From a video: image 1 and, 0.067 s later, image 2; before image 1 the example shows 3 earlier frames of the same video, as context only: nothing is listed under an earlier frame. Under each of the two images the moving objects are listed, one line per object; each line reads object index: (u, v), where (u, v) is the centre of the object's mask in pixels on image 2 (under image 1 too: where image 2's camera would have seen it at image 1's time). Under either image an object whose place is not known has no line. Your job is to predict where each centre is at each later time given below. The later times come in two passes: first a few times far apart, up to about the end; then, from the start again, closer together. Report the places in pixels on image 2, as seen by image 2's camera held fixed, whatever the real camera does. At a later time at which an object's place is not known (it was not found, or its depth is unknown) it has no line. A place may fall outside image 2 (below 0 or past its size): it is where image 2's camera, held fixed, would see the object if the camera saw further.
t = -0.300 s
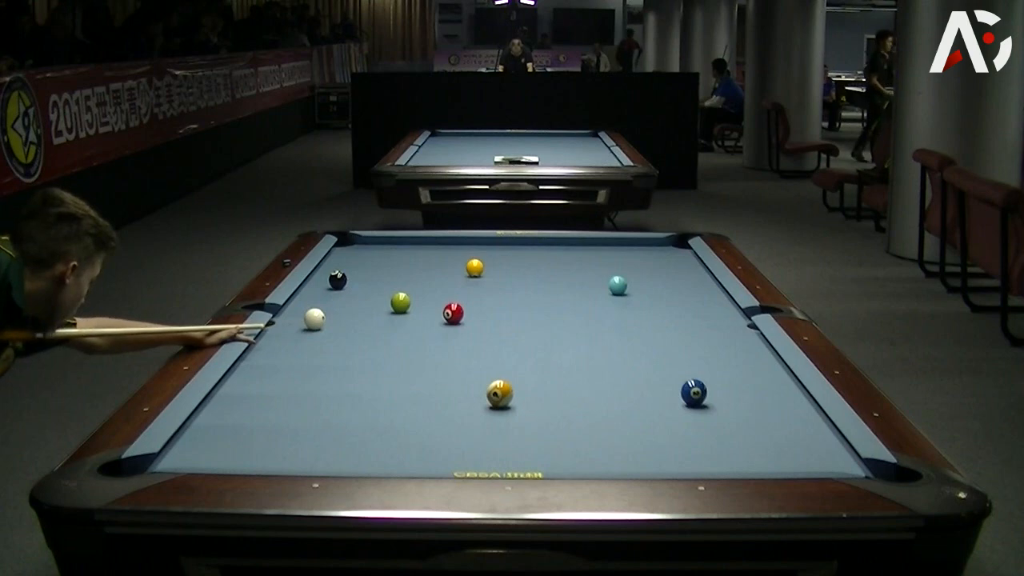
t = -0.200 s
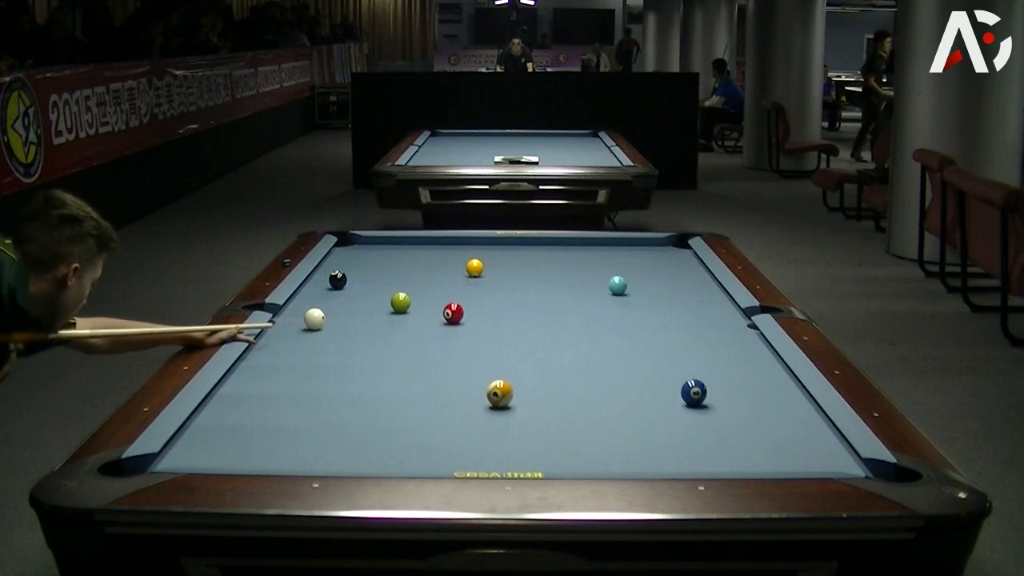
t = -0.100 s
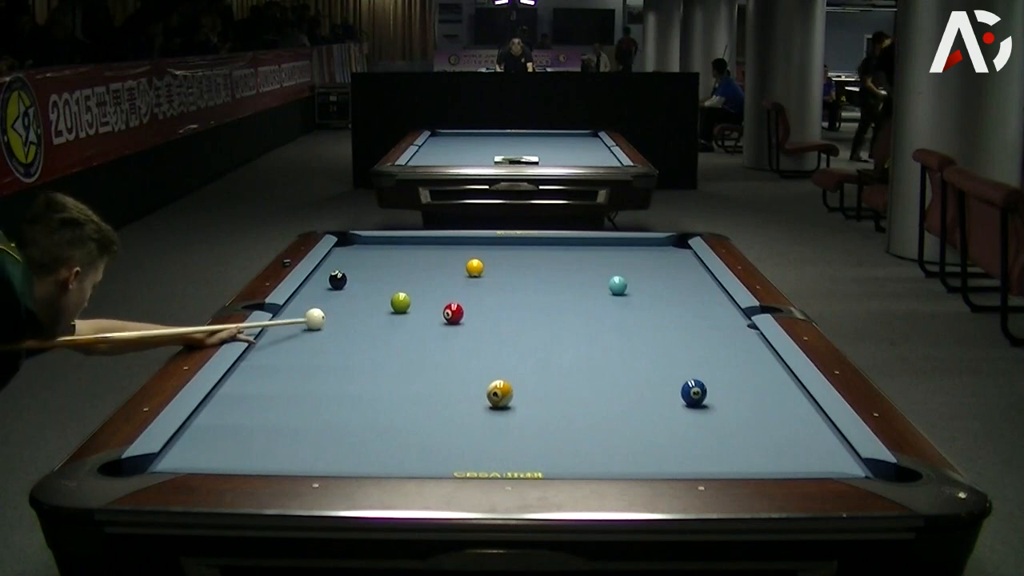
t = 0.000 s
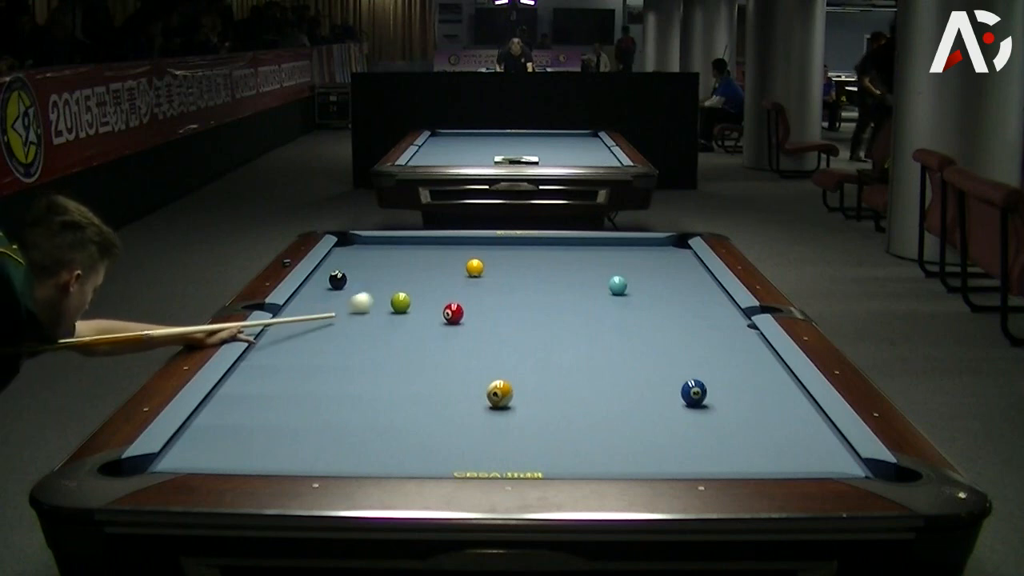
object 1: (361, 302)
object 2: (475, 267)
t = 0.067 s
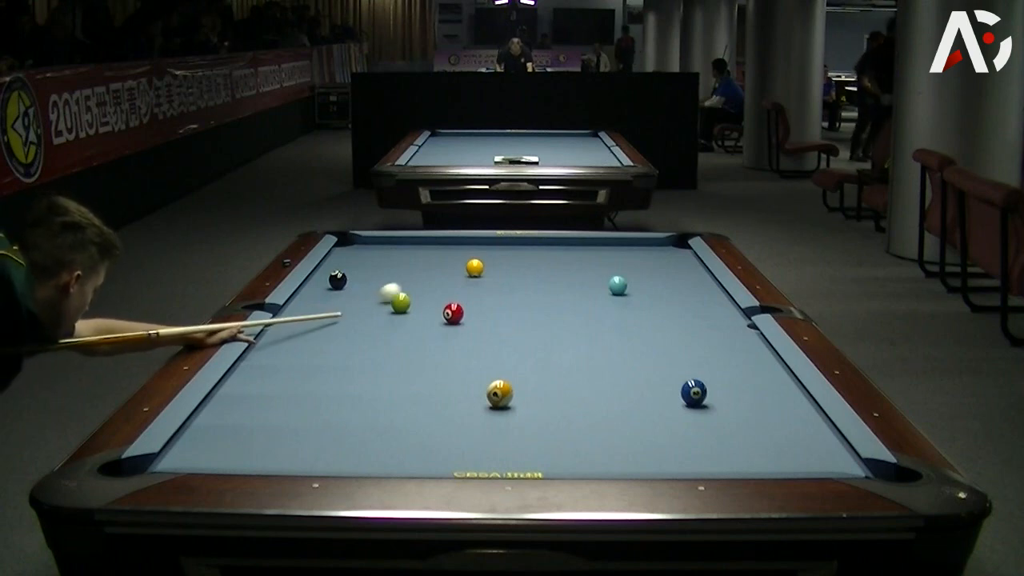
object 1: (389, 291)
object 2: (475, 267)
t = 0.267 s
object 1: (458, 269)
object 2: (477, 267)
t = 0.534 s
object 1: (439, 255)
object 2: (570, 257)
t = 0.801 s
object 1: (429, 243)
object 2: (638, 249)
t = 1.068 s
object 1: (420, 243)
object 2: (667, 243)
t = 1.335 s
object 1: (412, 248)
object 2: (634, 242)
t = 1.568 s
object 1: (405, 252)
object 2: (612, 244)
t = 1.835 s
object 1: (397, 258)
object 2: (586, 246)
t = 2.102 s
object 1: (389, 263)
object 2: (561, 248)
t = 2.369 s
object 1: (382, 268)
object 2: (538, 250)
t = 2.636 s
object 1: (375, 273)
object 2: (516, 253)
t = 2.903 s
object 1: (368, 278)
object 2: (494, 254)
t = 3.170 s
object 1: (361, 284)
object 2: (473, 256)
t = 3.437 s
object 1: (354, 288)
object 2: (455, 258)
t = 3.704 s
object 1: (348, 293)
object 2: (437, 260)
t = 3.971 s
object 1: (343, 297)
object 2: (420, 261)
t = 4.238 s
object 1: (338, 301)
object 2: (405, 263)
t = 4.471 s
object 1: (334, 304)
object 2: (392, 264)
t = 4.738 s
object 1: (330, 308)
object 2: (379, 266)
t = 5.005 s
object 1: (327, 311)
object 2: (369, 266)
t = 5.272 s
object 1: (324, 314)
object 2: (359, 267)
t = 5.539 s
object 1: (321, 316)
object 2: (351, 268)
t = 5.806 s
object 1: (319, 318)
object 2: (345, 268)
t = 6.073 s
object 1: (317, 319)
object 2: (339, 267)
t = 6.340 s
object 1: (316, 320)
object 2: (335, 267)
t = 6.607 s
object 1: (316, 320)
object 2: (332, 268)
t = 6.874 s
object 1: (316, 320)
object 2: (331, 268)
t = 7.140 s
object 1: (316, 320)
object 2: (331, 268)
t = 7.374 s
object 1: (316, 320)
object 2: (331, 268)
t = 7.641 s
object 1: (316, 320)
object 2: (331, 268)
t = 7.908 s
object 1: (316, 320)
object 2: (331, 268)
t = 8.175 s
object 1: (316, 320)
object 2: (332, 268)
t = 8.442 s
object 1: (316, 320)
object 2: (332, 268)
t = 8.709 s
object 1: (316, 320)
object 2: (331, 268)
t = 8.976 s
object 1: (316, 320)
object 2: (331, 268)
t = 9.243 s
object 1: (316, 320)
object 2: (331, 268)
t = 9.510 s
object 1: (316, 320)
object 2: (331, 268)
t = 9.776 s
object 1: (316, 320)
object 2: (331, 268)
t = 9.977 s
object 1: (316, 320)
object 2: (331, 268)
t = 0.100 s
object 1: (405, 286)
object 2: (475, 267)
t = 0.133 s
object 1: (417, 283)
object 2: (475, 267)
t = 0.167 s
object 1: (428, 279)
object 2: (475, 267)
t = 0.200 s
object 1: (440, 275)
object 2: (475, 267)
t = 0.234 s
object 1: (451, 272)
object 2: (475, 267)
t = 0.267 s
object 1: (458, 269)
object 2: (477, 267)
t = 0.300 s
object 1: (454, 267)
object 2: (490, 266)
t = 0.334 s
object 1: (450, 265)
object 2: (503, 264)
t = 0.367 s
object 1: (448, 264)
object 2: (516, 263)
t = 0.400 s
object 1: (445, 262)
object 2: (528, 262)
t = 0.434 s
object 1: (443, 260)
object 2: (539, 261)
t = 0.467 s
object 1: (442, 259)
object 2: (550, 259)
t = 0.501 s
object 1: (440, 257)
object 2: (560, 258)
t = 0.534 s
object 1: (439, 255)
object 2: (570, 257)
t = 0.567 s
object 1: (438, 254)
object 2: (579, 256)
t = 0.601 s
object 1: (437, 252)
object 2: (588, 255)
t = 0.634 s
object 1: (435, 250)
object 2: (597, 254)
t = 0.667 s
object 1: (434, 249)
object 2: (605, 253)
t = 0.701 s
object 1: (433, 247)
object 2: (613, 252)
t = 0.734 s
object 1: (432, 246)
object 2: (621, 251)
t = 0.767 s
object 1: (430, 245)
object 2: (630, 250)
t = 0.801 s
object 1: (429, 243)
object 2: (638, 249)
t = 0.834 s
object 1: (428, 242)
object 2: (645, 248)
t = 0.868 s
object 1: (427, 241)
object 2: (653, 248)
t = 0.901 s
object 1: (426, 239)
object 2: (661, 246)
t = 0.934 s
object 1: (425, 239)
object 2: (668, 246)
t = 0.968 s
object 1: (424, 240)
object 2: (676, 245)
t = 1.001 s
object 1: (423, 241)
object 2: (679, 244)
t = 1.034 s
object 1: (422, 242)
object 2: (673, 243)
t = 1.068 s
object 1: (420, 243)
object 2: (667, 243)
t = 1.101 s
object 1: (419, 244)
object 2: (661, 242)
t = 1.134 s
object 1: (418, 244)
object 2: (656, 242)
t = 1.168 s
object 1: (417, 245)
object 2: (651, 241)
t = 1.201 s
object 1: (416, 245)
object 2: (647, 241)
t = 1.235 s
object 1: (415, 246)
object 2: (644, 241)
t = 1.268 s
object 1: (414, 247)
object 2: (641, 241)
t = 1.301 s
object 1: (413, 247)
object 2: (638, 242)
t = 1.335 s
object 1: (412, 248)
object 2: (634, 242)
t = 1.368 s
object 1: (411, 249)
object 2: (631, 242)
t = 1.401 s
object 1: (410, 249)
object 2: (628, 243)
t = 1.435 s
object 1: (409, 250)
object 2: (625, 243)
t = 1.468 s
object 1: (408, 251)
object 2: (621, 243)
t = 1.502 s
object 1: (407, 251)
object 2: (618, 243)
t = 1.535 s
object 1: (406, 252)
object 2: (615, 243)
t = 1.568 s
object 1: (405, 252)
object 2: (612, 244)
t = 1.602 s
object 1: (404, 253)
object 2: (608, 244)
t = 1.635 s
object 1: (403, 254)
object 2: (605, 245)
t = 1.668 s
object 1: (402, 255)
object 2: (602, 245)
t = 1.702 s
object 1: (401, 255)
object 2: (599, 245)
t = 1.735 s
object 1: (400, 256)
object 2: (596, 245)
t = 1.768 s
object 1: (399, 257)
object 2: (592, 245)
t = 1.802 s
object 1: (398, 257)
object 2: (589, 246)
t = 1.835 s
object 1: (397, 258)
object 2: (586, 246)
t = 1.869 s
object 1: (396, 259)
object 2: (583, 247)
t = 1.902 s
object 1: (395, 259)
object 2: (580, 246)
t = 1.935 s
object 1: (394, 260)
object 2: (577, 247)
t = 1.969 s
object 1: (393, 260)
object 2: (574, 247)
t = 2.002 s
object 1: (392, 261)
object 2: (571, 247)
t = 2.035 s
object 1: (391, 262)
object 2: (568, 248)
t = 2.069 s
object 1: (390, 263)
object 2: (564, 248)
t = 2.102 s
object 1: (389, 263)
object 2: (561, 248)
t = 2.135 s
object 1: (388, 264)
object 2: (558, 248)
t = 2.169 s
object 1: (388, 264)
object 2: (555, 249)
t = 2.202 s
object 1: (387, 265)
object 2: (552, 249)
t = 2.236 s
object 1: (386, 266)
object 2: (550, 249)
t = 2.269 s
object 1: (385, 267)
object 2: (547, 250)
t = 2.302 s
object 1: (384, 267)
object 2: (544, 250)
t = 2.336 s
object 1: (383, 268)
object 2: (541, 250)
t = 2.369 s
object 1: (382, 268)
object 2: (538, 250)
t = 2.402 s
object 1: (381, 269)
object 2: (535, 251)
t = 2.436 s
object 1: (380, 270)
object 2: (532, 251)
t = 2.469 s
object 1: (379, 270)
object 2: (529, 251)
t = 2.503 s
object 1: (378, 271)
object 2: (527, 252)
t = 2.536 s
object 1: (377, 272)
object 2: (524, 252)
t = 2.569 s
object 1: (377, 272)
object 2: (521, 252)
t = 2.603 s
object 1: (376, 273)
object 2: (518, 252)
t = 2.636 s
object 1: (375, 273)
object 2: (516, 253)
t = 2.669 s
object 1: (374, 274)
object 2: (513, 253)
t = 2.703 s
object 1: (373, 275)
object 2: (510, 253)
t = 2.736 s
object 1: (372, 275)
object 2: (507, 253)
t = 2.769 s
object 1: (371, 276)
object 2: (504, 253)
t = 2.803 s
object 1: (370, 277)
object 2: (502, 254)
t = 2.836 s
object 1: (370, 277)
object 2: (499, 254)
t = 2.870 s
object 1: (369, 278)
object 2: (497, 254)
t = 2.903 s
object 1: (368, 278)
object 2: (494, 254)
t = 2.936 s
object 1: (367, 279)
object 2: (491, 255)
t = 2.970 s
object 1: (366, 280)
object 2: (489, 255)
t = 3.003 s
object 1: (365, 280)
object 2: (486, 255)
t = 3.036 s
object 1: (364, 281)
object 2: (484, 255)
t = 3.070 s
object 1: (363, 282)
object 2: (481, 256)
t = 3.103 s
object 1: (363, 282)
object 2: (479, 256)
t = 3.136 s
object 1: (362, 283)
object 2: (476, 256)
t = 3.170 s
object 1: (361, 284)
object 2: (473, 256)
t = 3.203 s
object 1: (360, 284)
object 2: (471, 257)
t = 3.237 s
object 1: (359, 285)
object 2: (469, 257)
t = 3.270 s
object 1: (359, 285)
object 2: (466, 257)
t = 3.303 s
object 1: (358, 286)
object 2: (464, 257)
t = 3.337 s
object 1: (357, 287)
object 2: (462, 258)
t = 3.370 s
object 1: (356, 287)
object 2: (459, 258)
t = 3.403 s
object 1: (355, 288)
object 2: (457, 258)
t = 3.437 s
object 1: (354, 288)
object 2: (455, 258)
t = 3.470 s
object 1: (353, 289)
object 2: (452, 258)
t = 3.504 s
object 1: (353, 290)
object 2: (450, 258)
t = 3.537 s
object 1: (352, 290)
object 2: (448, 259)
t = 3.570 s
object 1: (351, 291)
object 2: (445, 259)
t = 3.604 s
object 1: (350, 291)
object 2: (443, 259)
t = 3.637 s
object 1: (350, 292)
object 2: (441, 260)
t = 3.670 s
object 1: (349, 293)
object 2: (439, 260)
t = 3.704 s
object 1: (348, 293)
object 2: (437, 260)
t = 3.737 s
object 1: (348, 294)
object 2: (434, 260)
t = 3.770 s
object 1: (347, 294)
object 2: (432, 261)
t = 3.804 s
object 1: (346, 295)
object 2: (430, 261)
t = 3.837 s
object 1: (346, 295)
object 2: (428, 261)
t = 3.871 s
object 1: (345, 296)
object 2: (426, 261)
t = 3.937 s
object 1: (344, 297)
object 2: (422, 261)
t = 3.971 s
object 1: (343, 297)
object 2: (420, 261)
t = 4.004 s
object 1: (342, 298)
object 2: (418, 262)
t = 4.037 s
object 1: (342, 298)
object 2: (416, 262)
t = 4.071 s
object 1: (341, 299)
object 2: (414, 262)
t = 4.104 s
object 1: (341, 299)
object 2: (412, 262)
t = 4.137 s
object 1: (340, 300)
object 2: (410, 262)
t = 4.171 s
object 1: (340, 300)
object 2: (408, 262)
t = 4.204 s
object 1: (339, 301)
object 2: (407, 263)
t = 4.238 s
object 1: (338, 301)
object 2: (405, 263)
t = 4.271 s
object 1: (338, 302)
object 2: (403, 263)
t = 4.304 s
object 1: (337, 302)
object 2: (401, 263)
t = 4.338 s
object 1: (337, 303)
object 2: (399, 263)
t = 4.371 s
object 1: (336, 303)
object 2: (397, 264)
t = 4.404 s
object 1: (335, 304)
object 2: (396, 264)
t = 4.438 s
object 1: (335, 304)
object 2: (394, 264)
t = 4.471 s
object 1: (334, 304)
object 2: (392, 264)
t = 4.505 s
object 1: (334, 305)
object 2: (390, 264)
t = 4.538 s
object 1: (333, 305)
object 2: (389, 265)
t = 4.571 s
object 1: (333, 306)
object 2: (387, 265)
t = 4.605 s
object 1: (332, 306)
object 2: (386, 265)
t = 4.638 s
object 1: (332, 307)
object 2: (384, 265)
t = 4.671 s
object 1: (331, 307)
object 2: (382, 265)
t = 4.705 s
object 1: (331, 307)
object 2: (381, 265)
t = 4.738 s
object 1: (330, 308)
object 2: (379, 266)
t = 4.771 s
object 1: (330, 308)
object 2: (378, 266)
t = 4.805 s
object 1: (329, 309)
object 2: (376, 266)
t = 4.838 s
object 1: (329, 309)
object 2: (375, 266)
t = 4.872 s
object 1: (328, 310)
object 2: (374, 266)
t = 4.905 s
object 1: (328, 310)
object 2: (372, 266)
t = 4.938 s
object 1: (327, 310)
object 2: (371, 266)
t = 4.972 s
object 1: (327, 311)
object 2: (370, 266)
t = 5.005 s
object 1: (327, 311)
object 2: (369, 266)
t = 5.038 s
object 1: (326, 311)
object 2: (367, 267)
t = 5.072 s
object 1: (326, 312)
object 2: (366, 267)
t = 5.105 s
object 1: (325, 312)
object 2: (365, 267)
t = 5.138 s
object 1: (325, 312)
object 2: (364, 267)
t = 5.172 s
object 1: (325, 313)
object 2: (362, 267)
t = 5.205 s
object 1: (324, 313)
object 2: (361, 267)
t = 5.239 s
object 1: (324, 313)
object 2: (360, 267)
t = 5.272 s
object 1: (324, 314)
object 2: (359, 267)
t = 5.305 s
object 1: (323, 314)
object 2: (358, 268)
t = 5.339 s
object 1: (323, 314)
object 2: (357, 268)
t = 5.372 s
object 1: (323, 315)
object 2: (356, 267)
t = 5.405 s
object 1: (322, 315)
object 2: (355, 268)
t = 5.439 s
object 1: (322, 315)
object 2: (354, 268)
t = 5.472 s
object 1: (321, 315)
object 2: (353, 268)
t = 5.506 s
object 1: (321, 316)
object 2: (352, 268)
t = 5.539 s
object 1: (321, 316)
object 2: (351, 268)
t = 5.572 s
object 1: (321, 316)
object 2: (350, 268)
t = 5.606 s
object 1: (321, 316)
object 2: (349, 268)
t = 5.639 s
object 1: (320, 317)
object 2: (349, 268)
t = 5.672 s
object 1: (320, 317)
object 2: (348, 268)
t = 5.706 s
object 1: (320, 317)
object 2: (347, 268)
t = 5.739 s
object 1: (319, 317)
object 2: (346, 268)
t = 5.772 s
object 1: (319, 318)
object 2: (345, 268)
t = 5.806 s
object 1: (319, 318)
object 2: (345, 268)
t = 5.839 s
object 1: (319, 318)
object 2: (344, 267)
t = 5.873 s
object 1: (318, 318)
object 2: (343, 267)
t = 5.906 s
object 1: (318, 318)
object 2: (342, 267)
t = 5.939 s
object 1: (318, 318)
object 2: (342, 267)
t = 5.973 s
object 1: (318, 319)
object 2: (341, 267)
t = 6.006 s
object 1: (318, 319)
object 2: (341, 267)
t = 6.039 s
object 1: (318, 319)
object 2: (340, 267)
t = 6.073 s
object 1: (317, 319)
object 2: (339, 267)
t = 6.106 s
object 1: (317, 319)
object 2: (338, 267)
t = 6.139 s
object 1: (317, 319)
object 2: (338, 267)
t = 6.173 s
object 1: (317, 319)
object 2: (337, 267)
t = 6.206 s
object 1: (317, 319)
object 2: (337, 267)
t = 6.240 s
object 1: (316, 320)
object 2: (336, 267)
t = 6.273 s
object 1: (316, 320)
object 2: (335, 267)
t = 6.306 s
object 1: (316, 320)
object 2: (335, 267)
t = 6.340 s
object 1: (316, 320)
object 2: (335, 267)
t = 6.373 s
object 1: (316, 320)
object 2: (334, 267)
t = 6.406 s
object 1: (316, 320)
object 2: (333, 267)
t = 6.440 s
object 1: (316, 320)
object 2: (333, 268)
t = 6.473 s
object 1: (316, 320)
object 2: (333, 268)
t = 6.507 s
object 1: (316, 320)
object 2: (333, 268)
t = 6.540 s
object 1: (316, 320)
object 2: (332, 268)
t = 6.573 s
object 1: (316, 320)
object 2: (332, 268)
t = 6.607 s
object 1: (316, 320)
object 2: (332, 268)
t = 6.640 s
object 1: (316, 320)
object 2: (332, 268)
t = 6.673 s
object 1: (316, 320)
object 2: (332, 268)
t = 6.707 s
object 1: (316, 320)
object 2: (331, 268)
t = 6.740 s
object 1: (316, 320)
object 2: (331, 268)
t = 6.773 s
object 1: (316, 320)
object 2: (331, 268)
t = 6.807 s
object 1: (316, 320)
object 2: (331, 268)
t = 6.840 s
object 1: (316, 320)
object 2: (331, 268)
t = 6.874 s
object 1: (316, 320)
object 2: (331, 268)
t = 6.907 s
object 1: (316, 320)
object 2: (331, 268)
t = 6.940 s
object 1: (316, 320)
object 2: (331, 268)
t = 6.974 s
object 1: (316, 320)
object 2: (331, 268)
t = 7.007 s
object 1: (316, 320)
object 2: (331, 268)
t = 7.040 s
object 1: (316, 320)
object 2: (331, 268)
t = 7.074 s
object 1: (316, 320)
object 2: (331, 268)
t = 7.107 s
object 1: (316, 320)
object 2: (331, 268)
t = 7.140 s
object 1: (316, 320)
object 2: (331, 268)
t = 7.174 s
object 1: (316, 320)
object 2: (331, 268)
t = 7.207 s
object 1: (316, 320)
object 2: (331, 268)
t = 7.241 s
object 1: (316, 320)
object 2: (331, 268)
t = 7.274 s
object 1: (316, 320)
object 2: (331, 268)
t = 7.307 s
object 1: (316, 320)
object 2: (331, 268)
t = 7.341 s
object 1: (316, 320)
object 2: (331, 268)
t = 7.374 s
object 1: (316, 320)
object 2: (331, 268)
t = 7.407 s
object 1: (316, 320)
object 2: (331, 268)
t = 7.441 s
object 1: (316, 320)
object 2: (331, 268)
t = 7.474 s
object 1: (316, 320)
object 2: (331, 268)
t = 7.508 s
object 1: (316, 320)
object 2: (331, 268)
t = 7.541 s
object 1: (316, 320)
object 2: (331, 268)
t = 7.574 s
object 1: (316, 320)
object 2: (331, 268)
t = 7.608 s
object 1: (316, 320)
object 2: (331, 268)
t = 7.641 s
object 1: (316, 320)
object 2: (331, 268)
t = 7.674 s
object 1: (316, 320)
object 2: (331, 268)
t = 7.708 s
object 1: (316, 320)
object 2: (331, 268)
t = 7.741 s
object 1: (316, 320)
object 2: (331, 268)
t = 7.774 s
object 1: (316, 320)
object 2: (331, 268)
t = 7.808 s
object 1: (316, 320)
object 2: (331, 268)
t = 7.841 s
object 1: (316, 320)
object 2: (331, 268)
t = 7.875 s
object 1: (316, 320)
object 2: (331, 268)
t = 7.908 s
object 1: (316, 320)
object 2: (331, 268)
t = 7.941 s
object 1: (316, 320)
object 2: (332, 268)
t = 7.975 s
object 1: (316, 320)
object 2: (331, 268)
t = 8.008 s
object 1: (316, 320)
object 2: (332, 268)
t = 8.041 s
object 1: (316, 320)
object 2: (332, 268)
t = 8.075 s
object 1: (316, 320)
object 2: (331, 268)
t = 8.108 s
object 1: (316, 320)
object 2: (332, 268)
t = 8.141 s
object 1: (316, 320)
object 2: (332, 268)
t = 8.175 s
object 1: (316, 320)
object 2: (332, 268)
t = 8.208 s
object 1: (316, 320)
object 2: (331, 268)
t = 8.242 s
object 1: (316, 320)
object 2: (331, 268)
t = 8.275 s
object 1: (316, 320)
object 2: (332, 268)
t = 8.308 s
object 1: (316, 320)
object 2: (332, 268)
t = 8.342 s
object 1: (316, 320)
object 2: (332, 268)
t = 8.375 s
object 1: (316, 320)
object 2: (332, 268)
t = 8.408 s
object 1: (316, 320)
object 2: (332, 268)
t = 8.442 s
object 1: (316, 320)
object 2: (332, 268)
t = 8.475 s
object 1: (316, 320)
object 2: (332, 268)
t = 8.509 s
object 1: (316, 320)
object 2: (331, 268)
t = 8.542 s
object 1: (316, 320)
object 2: (331, 268)
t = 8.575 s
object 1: (316, 320)
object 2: (331, 268)
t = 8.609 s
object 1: (316, 320)
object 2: (331, 268)
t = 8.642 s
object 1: (316, 320)
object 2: (331, 268)
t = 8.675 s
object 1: (316, 320)
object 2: (331, 268)
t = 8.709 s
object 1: (316, 320)
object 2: (331, 268)
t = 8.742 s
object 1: (316, 320)
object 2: (332, 268)
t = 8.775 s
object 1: (316, 320)
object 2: (331, 268)
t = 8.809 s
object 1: (316, 320)
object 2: (331, 268)
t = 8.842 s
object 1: (316, 320)
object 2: (331, 268)
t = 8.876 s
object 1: (316, 320)
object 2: (331, 268)
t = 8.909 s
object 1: (316, 320)
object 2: (331, 268)
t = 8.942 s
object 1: (316, 320)
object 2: (331, 268)
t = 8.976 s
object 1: (316, 320)
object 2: (331, 268)
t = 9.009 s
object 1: (316, 320)
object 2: (331, 268)
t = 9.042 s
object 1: (316, 320)
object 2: (331, 268)
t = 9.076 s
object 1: (316, 320)
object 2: (331, 268)
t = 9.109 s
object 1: (316, 320)
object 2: (331, 268)
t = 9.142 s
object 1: (316, 320)
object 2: (331, 268)
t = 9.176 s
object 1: (316, 320)
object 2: (331, 268)
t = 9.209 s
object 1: (316, 320)
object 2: (331, 268)
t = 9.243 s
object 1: (316, 320)
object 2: (331, 268)
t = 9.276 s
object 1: (316, 320)
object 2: (331, 268)
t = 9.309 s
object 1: (316, 320)
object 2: (331, 268)
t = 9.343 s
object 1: (316, 320)
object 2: (331, 268)
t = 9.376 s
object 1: (316, 320)
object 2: (331, 268)
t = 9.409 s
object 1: (316, 320)
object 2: (331, 268)
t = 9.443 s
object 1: (316, 320)
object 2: (331, 268)
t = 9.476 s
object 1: (316, 320)
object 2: (331, 268)
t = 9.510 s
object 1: (316, 320)
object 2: (331, 268)
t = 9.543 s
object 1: (316, 320)
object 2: (331, 268)
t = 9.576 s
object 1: (316, 320)
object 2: (331, 268)
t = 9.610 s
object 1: (316, 320)
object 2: (331, 268)
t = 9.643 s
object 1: (316, 320)
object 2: (331, 268)
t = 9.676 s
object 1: (316, 320)
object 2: (331, 268)
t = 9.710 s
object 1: (316, 320)
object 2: (331, 268)
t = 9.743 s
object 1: (316, 320)
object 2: (331, 268)
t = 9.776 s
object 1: (316, 320)
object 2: (331, 268)
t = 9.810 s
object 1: (316, 320)
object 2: (331, 268)
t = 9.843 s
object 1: (316, 320)
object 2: (331, 268)
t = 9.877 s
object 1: (316, 320)
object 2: (331, 268)
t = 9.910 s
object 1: (316, 320)
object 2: (331, 268)
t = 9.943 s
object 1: (316, 320)
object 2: (331, 268)
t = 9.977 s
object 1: (316, 320)
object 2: (331, 268)
